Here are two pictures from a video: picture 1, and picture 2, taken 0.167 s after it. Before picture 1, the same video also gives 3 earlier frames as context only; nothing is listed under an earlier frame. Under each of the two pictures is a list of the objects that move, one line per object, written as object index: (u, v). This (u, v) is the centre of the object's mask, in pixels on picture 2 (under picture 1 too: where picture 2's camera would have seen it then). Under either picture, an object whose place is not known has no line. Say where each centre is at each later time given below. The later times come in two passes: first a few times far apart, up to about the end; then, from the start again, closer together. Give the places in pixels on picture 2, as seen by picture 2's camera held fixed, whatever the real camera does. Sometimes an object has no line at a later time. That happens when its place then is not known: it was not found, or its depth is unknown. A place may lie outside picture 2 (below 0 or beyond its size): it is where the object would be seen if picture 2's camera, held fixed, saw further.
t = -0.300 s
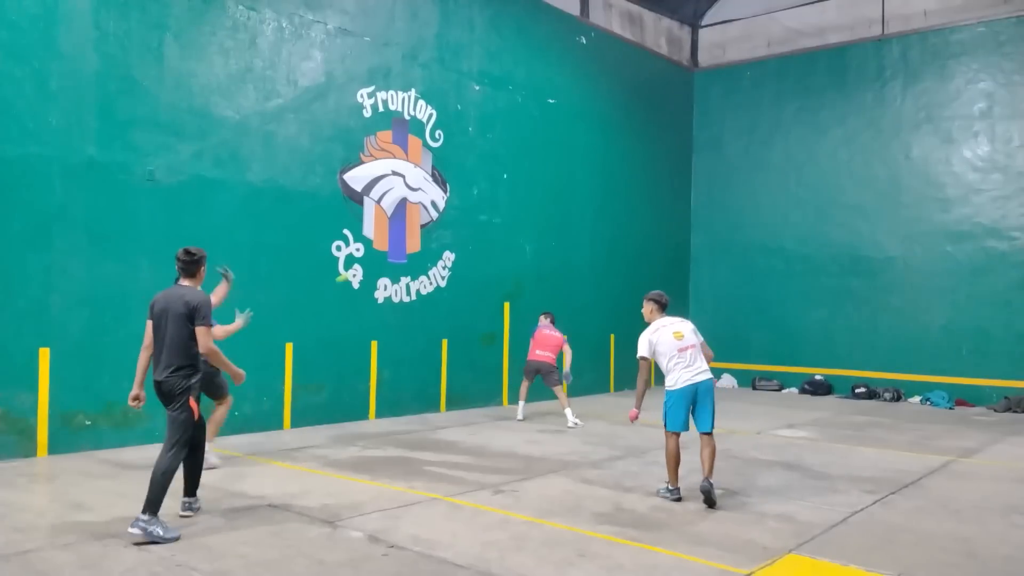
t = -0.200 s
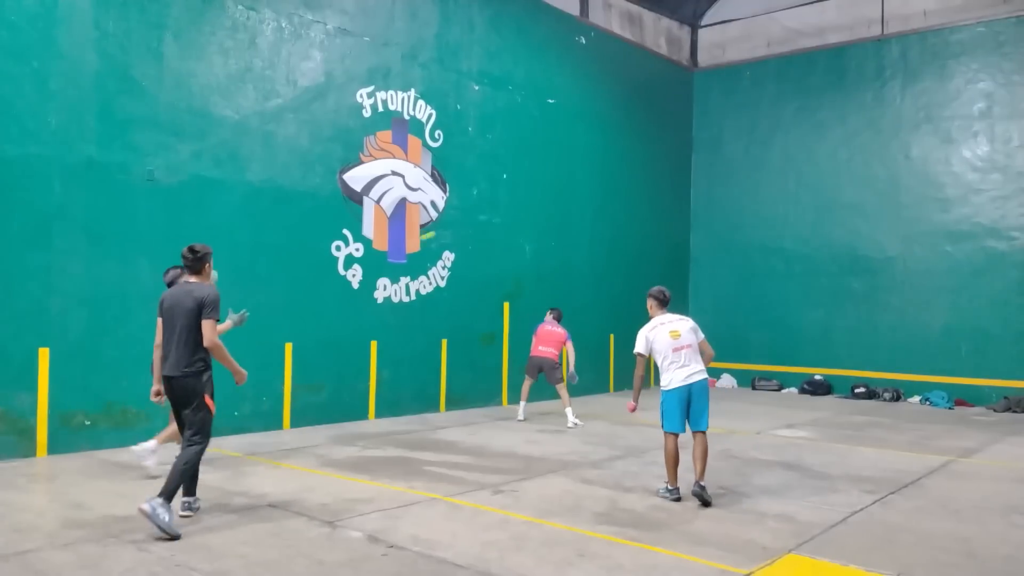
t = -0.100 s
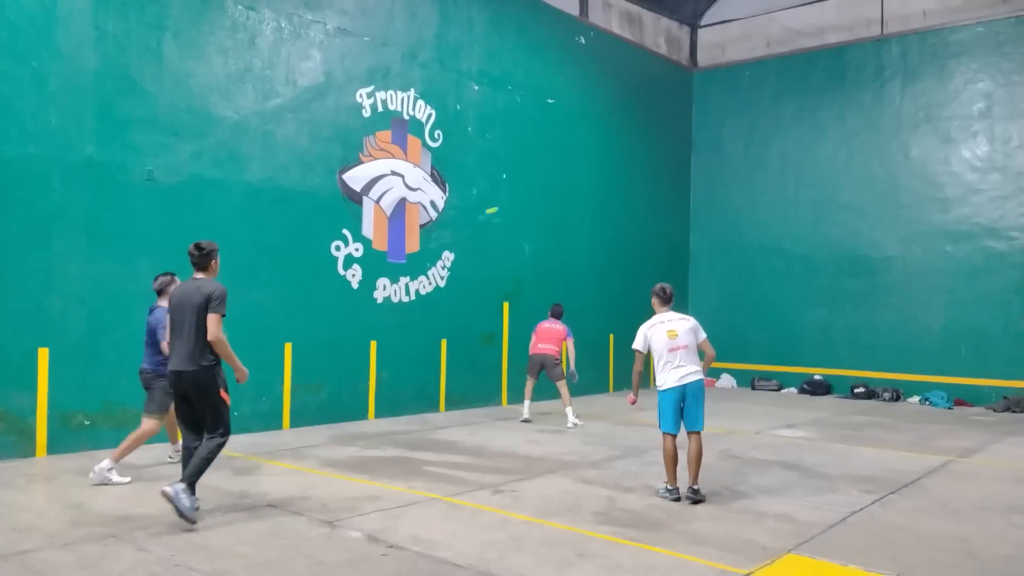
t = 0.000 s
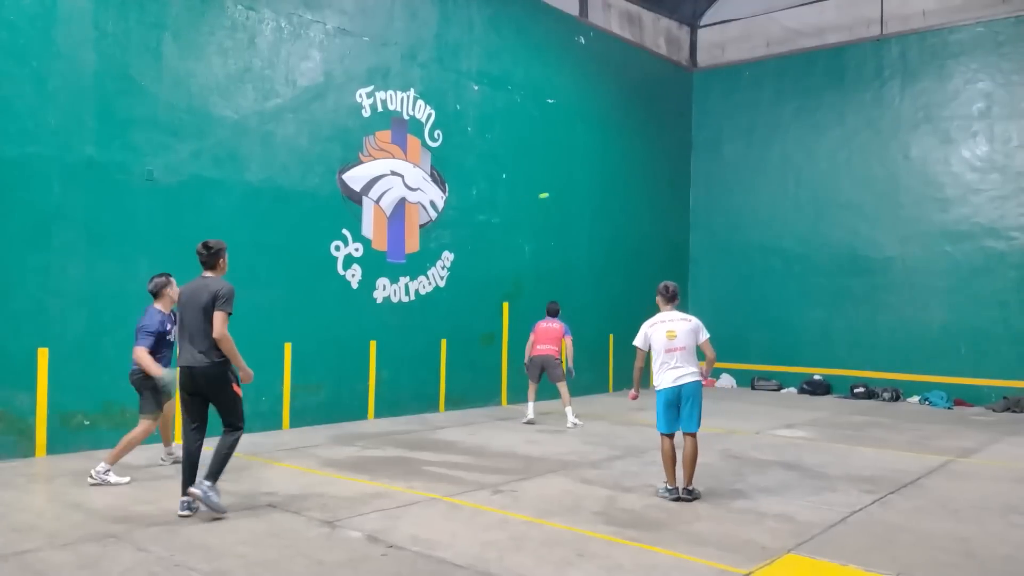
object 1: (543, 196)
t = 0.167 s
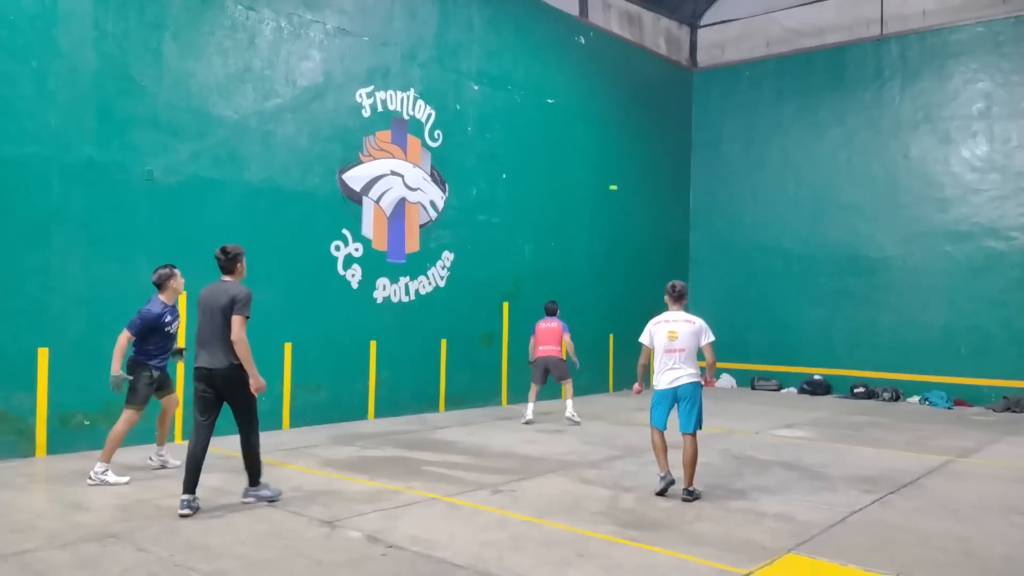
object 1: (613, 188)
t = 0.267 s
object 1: (649, 190)
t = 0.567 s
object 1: (675, 211)
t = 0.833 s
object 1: (621, 267)
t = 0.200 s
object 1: (625, 188)
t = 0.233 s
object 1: (636, 189)
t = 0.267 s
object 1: (649, 190)
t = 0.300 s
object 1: (661, 192)
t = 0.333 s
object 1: (672, 194)
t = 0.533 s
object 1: (679, 210)
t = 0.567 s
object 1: (675, 211)
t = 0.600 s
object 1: (669, 216)
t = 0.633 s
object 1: (663, 220)
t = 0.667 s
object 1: (656, 226)
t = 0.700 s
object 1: (650, 232)
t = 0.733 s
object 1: (643, 239)
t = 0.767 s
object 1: (636, 247)
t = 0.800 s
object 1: (628, 257)
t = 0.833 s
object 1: (621, 267)
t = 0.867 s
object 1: (614, 277)
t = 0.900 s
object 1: (606, 289)
